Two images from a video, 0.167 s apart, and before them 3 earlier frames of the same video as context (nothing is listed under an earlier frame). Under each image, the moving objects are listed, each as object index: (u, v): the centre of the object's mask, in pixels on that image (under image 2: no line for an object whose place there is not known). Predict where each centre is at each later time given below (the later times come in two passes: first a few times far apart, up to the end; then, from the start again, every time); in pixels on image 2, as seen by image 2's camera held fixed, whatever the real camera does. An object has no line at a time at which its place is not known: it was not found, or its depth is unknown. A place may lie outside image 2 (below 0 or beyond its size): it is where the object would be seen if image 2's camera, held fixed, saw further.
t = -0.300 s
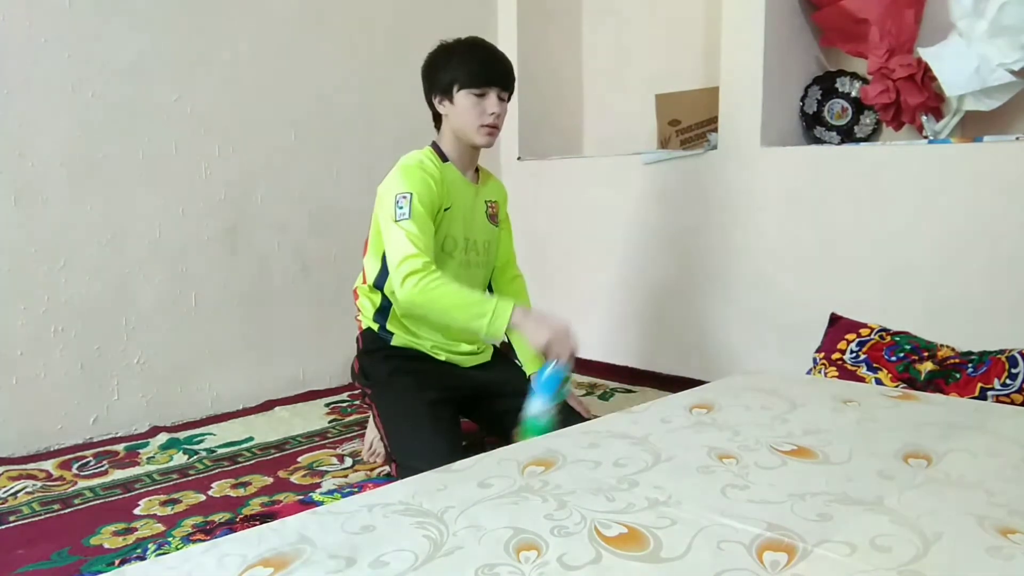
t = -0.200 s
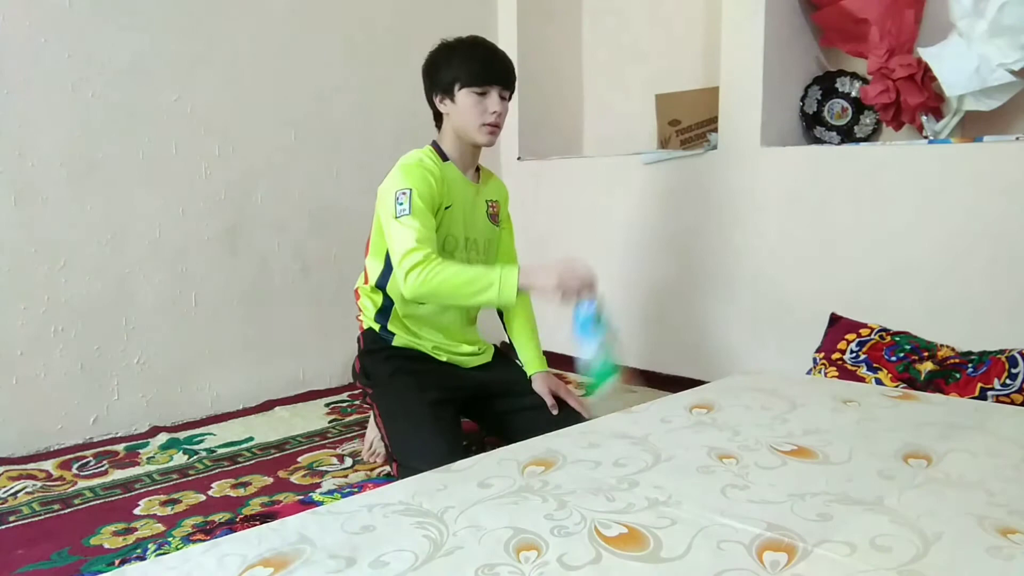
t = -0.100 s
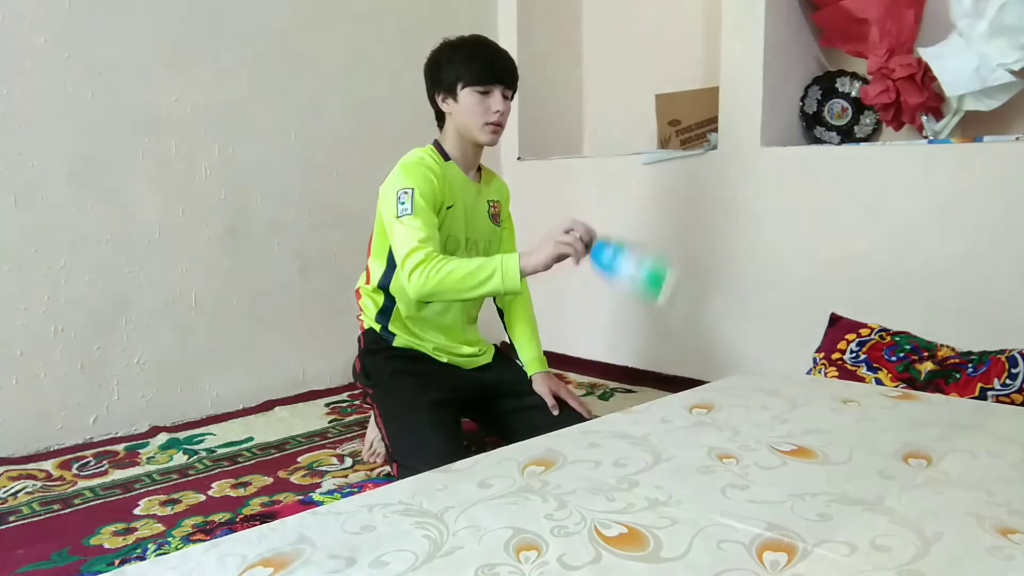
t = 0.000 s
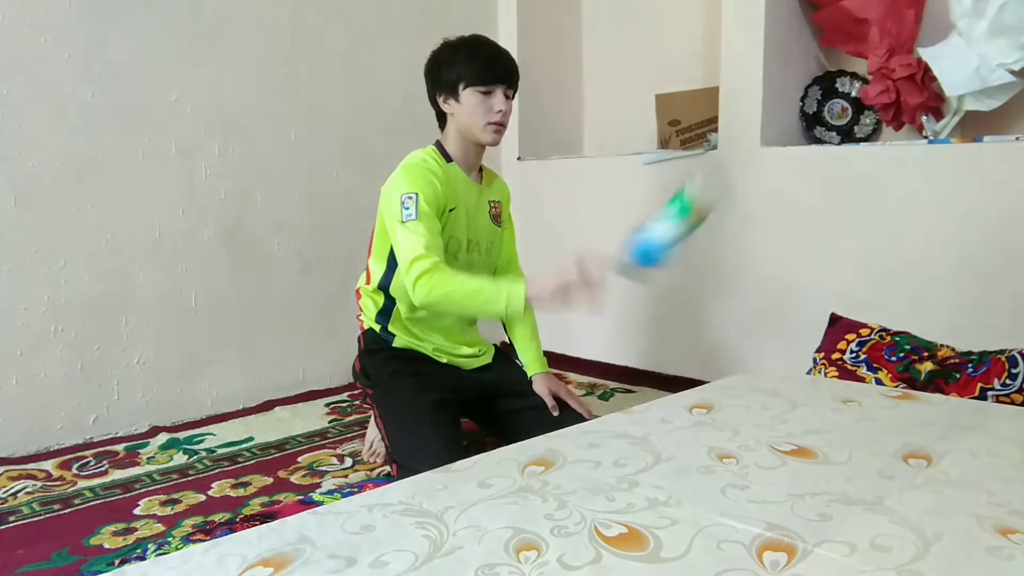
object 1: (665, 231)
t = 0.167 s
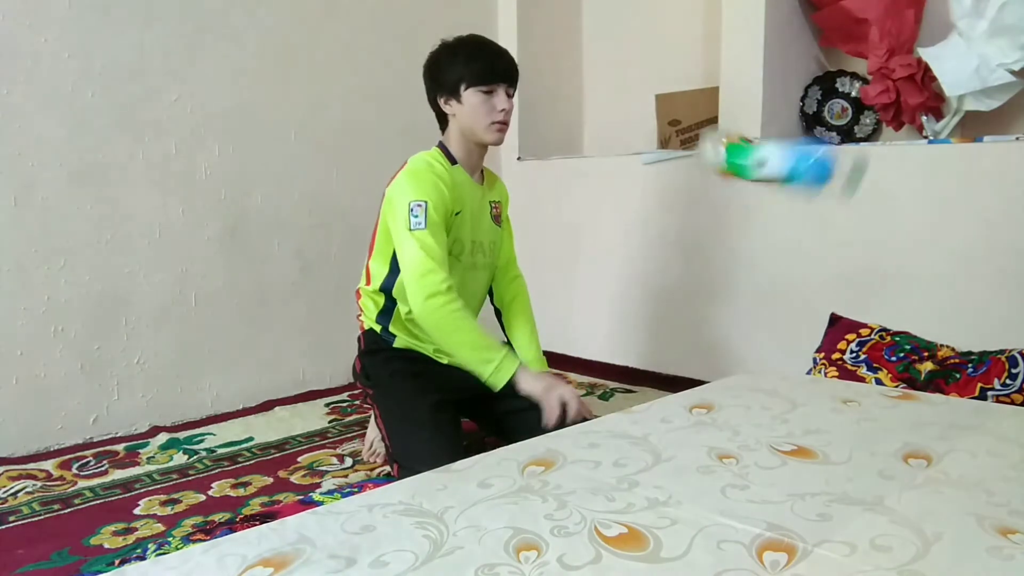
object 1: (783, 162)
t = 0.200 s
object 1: (796, 153)
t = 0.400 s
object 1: (776, 299)
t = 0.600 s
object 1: (798, 301)
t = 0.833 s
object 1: (790, 301)
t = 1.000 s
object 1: (795, 301)
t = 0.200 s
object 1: (796, 153)
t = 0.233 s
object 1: (797, 153)
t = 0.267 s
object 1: (789, 170)
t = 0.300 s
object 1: (780, 202)
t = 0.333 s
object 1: (776, 244)
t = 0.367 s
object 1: (777, 295)
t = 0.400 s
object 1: (776, 299)
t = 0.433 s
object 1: (780, 300)
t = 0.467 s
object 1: (783, 301)
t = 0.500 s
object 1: (787, 302)
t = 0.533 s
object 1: (790, 302)
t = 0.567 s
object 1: (795, 302)
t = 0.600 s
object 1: (798, 301)
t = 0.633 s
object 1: (798, 300)
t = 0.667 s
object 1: (796, 301)
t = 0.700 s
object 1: (795, 301)
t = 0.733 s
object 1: (794, 301)
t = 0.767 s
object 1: (791, 301)
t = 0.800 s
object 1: (790, 301)
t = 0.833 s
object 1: (790, 301)
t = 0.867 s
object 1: (792, 301)
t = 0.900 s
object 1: (794, 301)
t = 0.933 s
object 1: (796, 301)
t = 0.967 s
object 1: (796, 301)
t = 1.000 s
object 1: (795, 301)
